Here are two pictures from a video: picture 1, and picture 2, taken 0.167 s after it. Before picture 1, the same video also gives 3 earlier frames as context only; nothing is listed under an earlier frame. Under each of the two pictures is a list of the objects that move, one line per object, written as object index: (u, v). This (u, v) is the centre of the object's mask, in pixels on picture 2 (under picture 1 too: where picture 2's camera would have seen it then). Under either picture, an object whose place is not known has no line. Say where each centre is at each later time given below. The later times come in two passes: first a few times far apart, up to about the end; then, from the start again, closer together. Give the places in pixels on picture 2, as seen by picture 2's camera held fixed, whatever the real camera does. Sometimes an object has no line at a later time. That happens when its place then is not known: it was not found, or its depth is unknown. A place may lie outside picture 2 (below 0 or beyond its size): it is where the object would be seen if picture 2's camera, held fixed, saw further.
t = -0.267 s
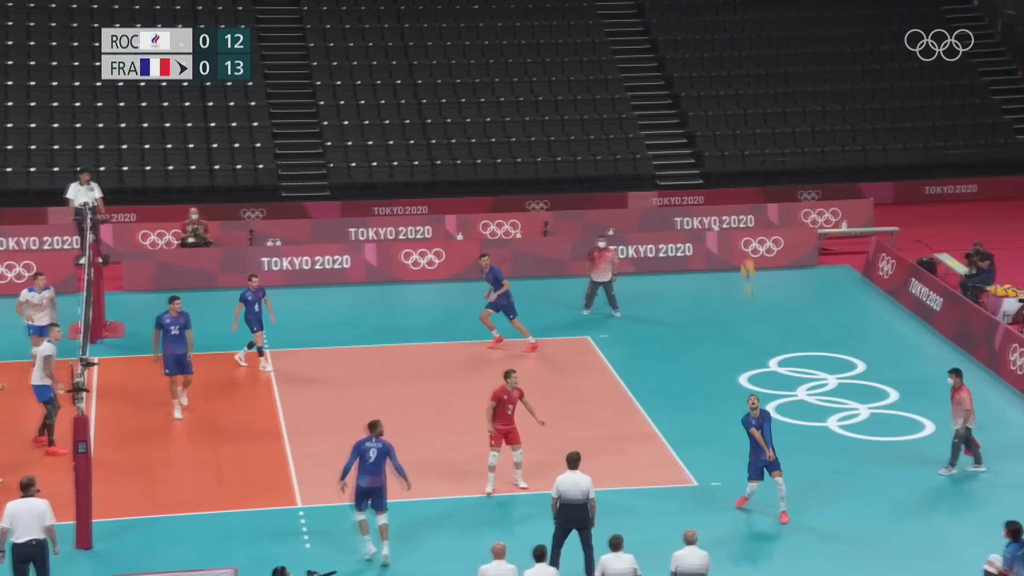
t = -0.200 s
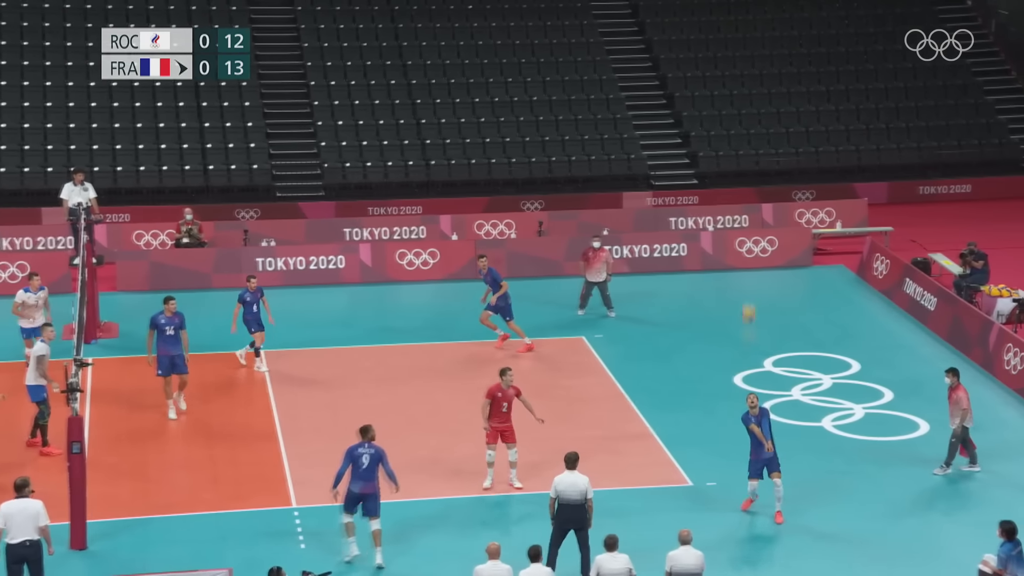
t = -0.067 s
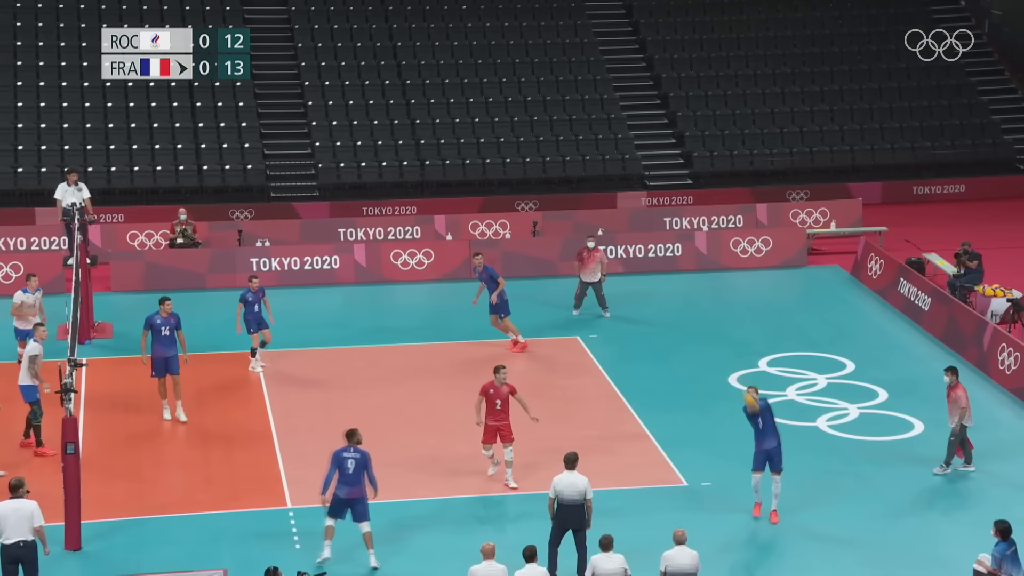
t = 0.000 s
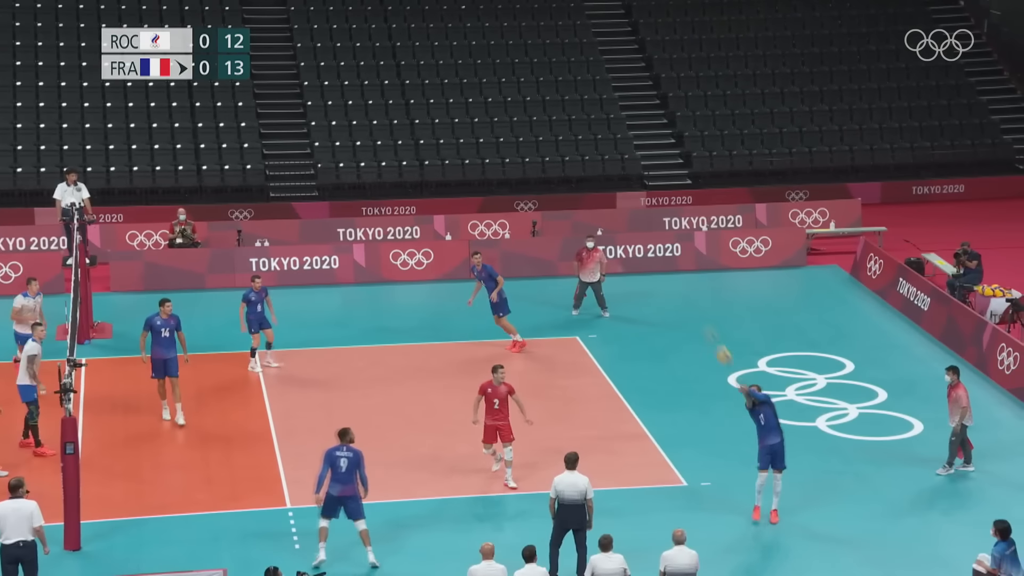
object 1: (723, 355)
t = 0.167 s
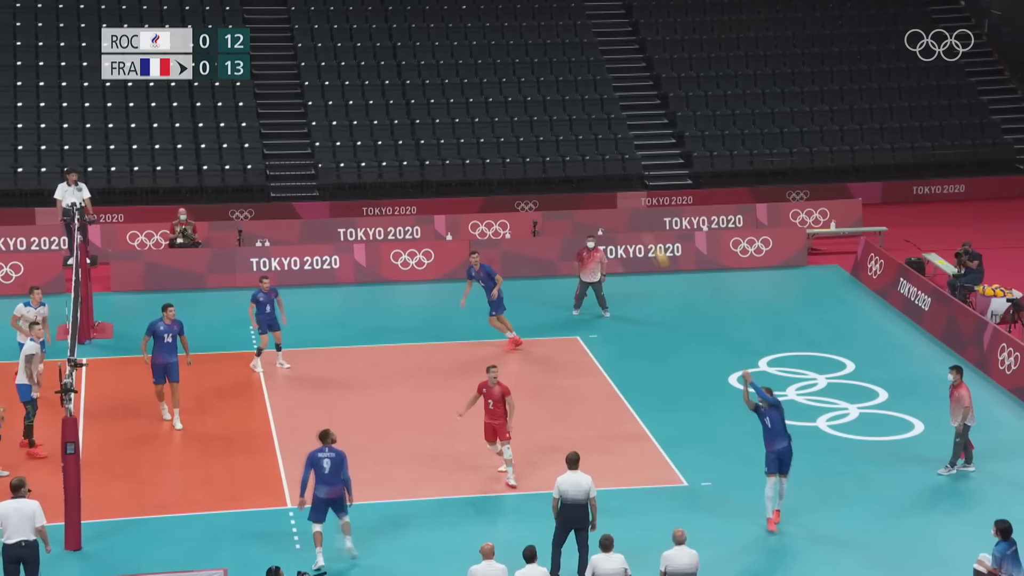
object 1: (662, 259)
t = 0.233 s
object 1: (635, 224)
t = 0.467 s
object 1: (550, 135)
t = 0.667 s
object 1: (479, 89)
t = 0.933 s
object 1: (389, 72)
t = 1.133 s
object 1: (324, 94)
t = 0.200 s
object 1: (648, 239)
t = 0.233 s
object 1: (635, 224)
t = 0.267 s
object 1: (623, 209)
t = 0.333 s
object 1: (599, 181)
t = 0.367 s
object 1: (586, 168)
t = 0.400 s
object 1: (574, 155)
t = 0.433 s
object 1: (562, 145)
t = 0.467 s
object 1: (550, 135)
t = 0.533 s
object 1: (526, 116)
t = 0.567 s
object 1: (513, 107)
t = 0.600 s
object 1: (502, 101)
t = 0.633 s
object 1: (490, 94)
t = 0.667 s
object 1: (479, 89)
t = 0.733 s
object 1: (456, 80)
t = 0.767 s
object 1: (444, 76)
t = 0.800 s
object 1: (433, 74)
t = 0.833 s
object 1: (422, 73)
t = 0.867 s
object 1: (411, 72)
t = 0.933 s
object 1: (389, 72)
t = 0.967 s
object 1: (378, 74)
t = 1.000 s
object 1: (367, 77)
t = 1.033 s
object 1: (356, 80)
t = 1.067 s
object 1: (345, 84)
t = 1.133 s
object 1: (324, 94)
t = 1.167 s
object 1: (314, 101)
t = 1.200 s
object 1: (304, 108)
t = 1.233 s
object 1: (294, 115)
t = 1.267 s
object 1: (284, 124)
